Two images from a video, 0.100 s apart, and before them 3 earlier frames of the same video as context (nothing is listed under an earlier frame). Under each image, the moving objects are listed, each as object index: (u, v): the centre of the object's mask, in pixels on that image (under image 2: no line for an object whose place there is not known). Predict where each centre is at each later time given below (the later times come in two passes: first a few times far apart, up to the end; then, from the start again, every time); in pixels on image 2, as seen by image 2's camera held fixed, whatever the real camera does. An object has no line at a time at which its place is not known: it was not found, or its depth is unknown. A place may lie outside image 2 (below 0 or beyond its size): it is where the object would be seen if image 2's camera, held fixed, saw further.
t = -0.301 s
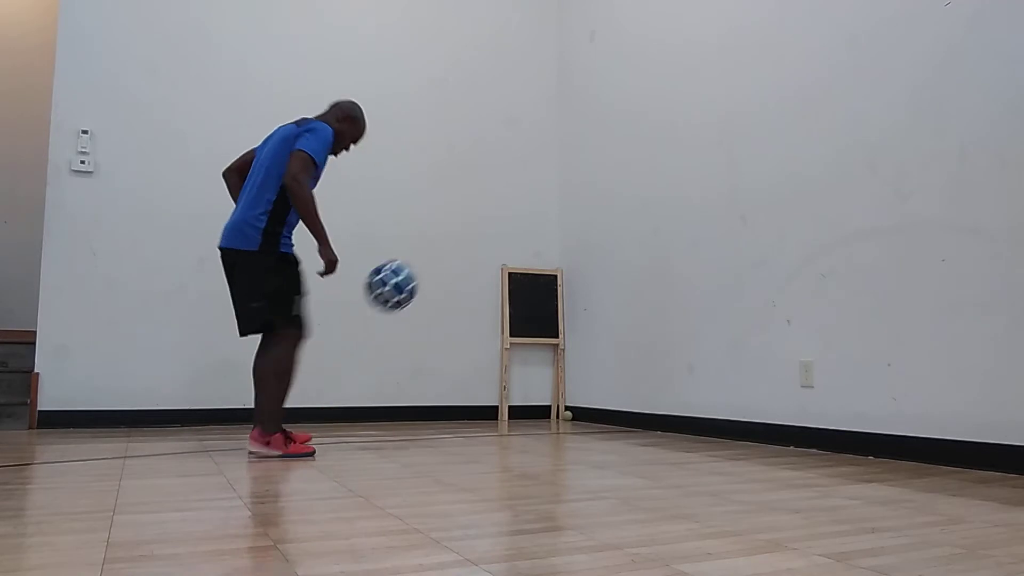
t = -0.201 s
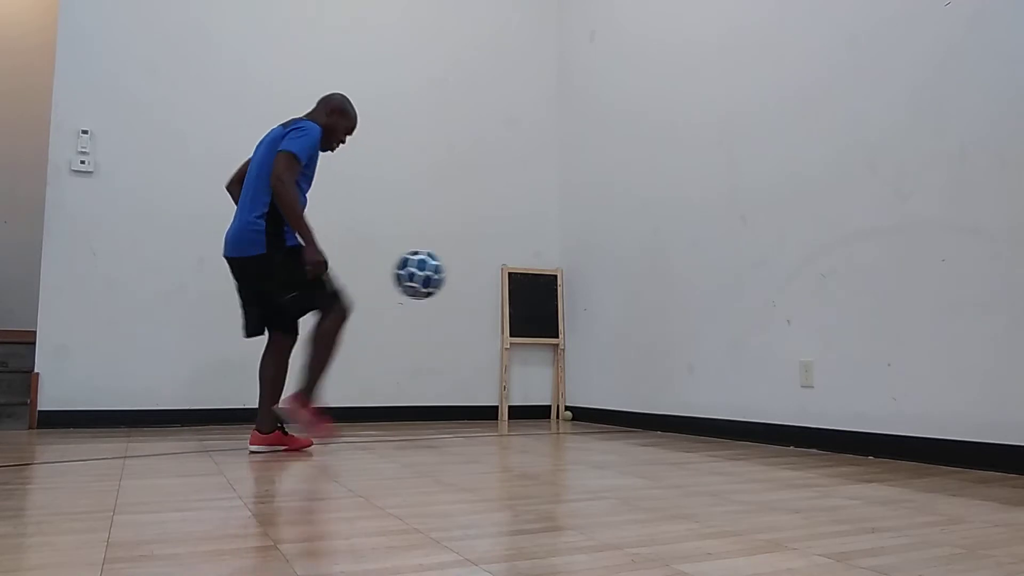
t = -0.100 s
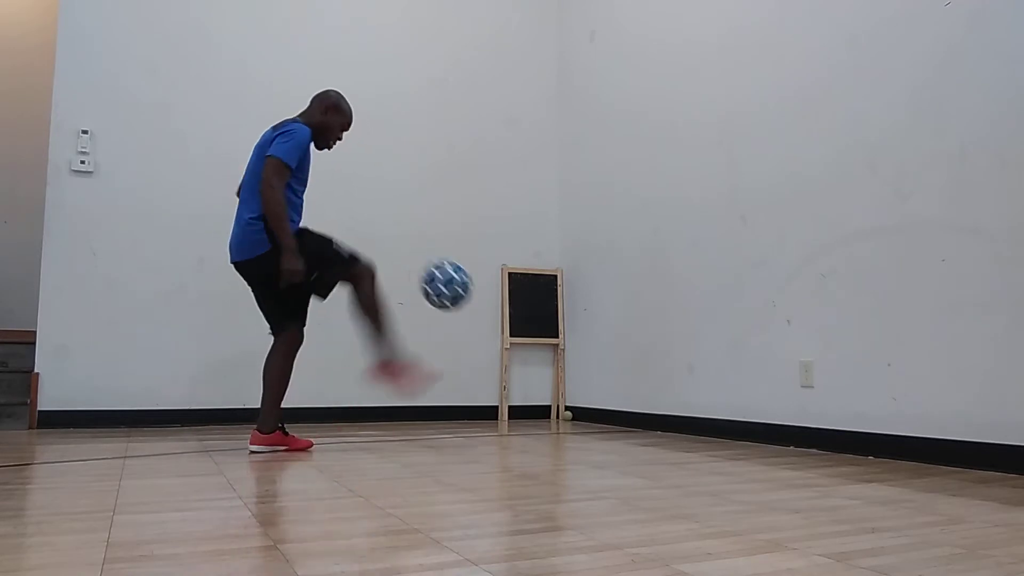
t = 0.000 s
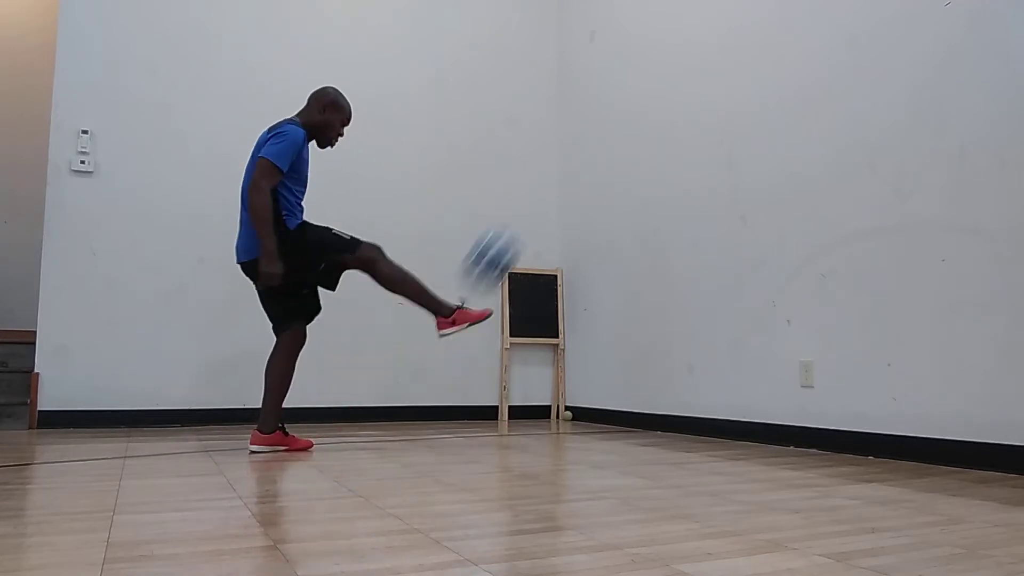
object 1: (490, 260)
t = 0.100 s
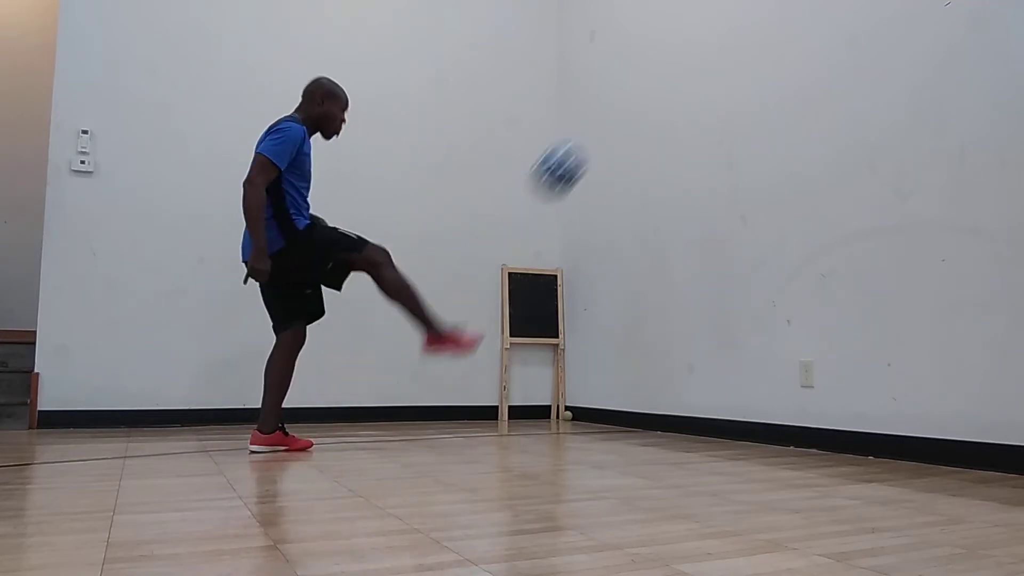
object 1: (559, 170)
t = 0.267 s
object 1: (660, 73)
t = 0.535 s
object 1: (682, 18)
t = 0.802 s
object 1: (558, 84)
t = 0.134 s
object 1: (581, 144)
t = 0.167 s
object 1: (602, 123)
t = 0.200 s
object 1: (621, 105)
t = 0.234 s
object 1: (641, 88)
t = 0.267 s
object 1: (660, 73)
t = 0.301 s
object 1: (679, 61)
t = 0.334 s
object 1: (698, 51)
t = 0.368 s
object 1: (716, 43)
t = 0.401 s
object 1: (732, 38)
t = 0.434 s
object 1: (722, 30)
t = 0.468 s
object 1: (709, 23)
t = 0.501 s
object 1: (695, 20)
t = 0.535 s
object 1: (682, 18)
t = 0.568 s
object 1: (668, 19)
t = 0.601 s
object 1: (654, 20)
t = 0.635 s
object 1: (639, 22)
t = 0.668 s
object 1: (624, 29)
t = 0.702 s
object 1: (608, 38)
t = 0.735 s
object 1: (592, 51)
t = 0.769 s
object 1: (575, 65)
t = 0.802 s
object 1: (558, 84)
